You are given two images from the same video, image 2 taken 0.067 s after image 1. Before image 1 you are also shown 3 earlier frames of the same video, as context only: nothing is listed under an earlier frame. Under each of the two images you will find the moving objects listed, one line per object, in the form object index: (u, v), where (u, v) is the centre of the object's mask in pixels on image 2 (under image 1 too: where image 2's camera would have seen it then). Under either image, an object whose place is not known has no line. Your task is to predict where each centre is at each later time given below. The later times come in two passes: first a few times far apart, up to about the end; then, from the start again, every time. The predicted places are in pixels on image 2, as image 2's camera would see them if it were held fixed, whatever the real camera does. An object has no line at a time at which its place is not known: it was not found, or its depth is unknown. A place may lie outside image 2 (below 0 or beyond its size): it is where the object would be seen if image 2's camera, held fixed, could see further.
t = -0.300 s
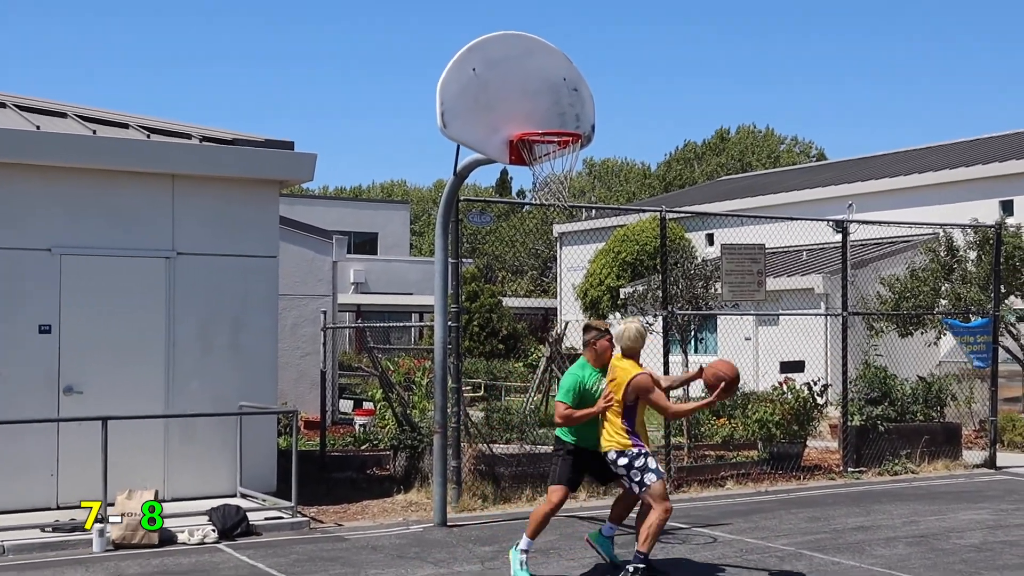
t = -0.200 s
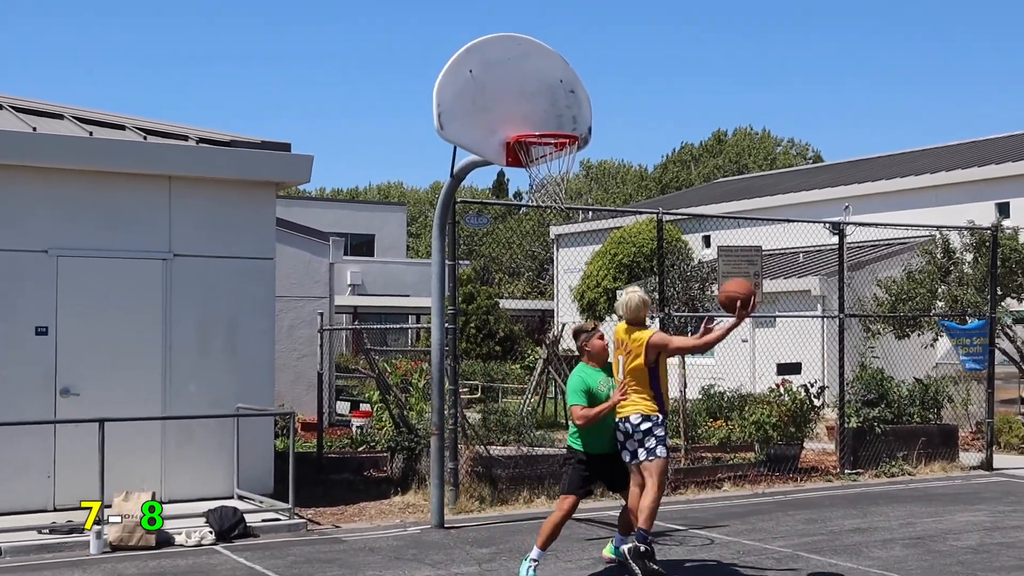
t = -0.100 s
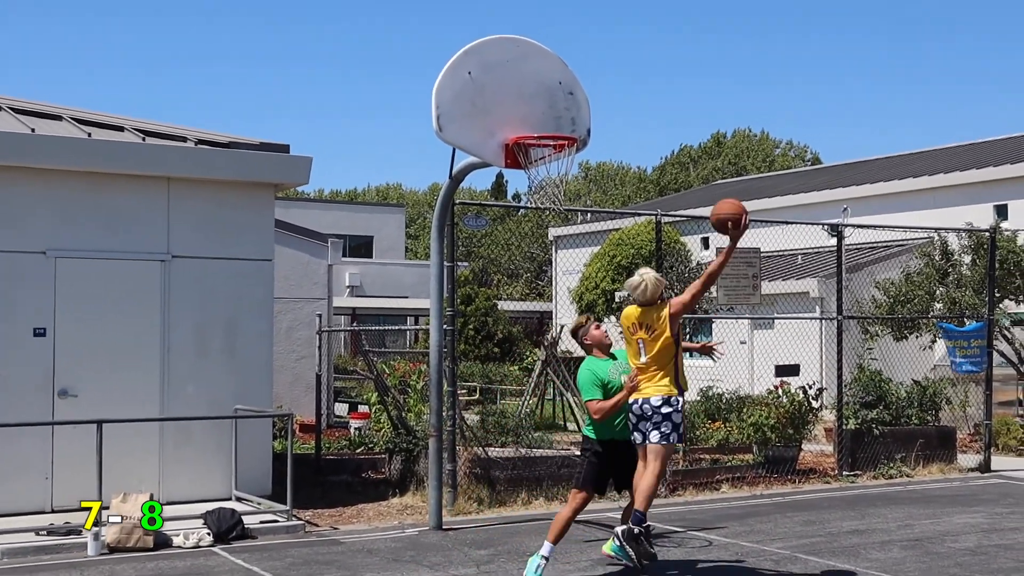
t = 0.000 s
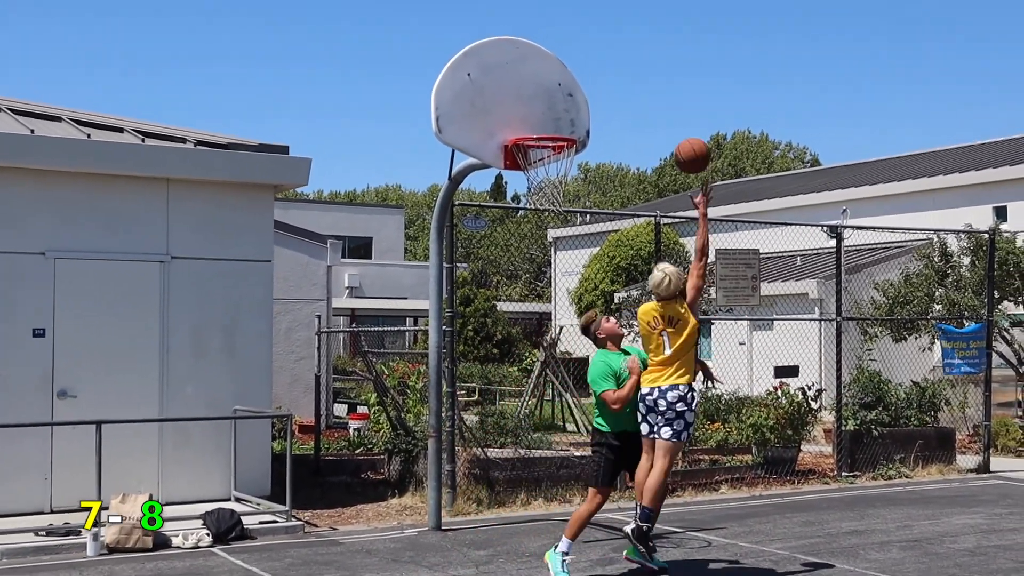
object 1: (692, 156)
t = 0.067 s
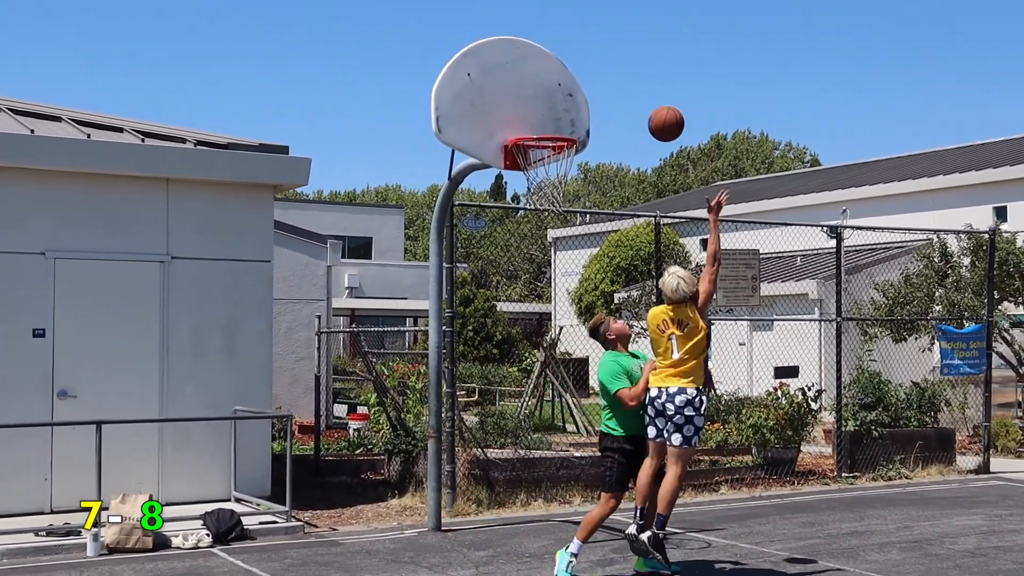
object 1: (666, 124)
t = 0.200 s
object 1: (616, 81)
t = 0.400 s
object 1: (545, 66)
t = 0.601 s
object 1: (505, 97)
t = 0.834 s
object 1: (489, 124)
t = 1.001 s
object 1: (464, 161)
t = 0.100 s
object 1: (653, 110)
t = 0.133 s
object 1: (640, 99)
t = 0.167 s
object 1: (628, 89)
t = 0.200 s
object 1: (616, 81)
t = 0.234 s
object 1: (604, 75)
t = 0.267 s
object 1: (592, 70)
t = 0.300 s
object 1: (580, 67)
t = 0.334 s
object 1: (568, 66)
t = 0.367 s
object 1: (556, 65)
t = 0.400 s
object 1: (545, 66)
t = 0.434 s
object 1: (534, 68)
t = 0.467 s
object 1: (523, 73)
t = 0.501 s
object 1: (513, 78)
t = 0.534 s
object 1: (502, 84)
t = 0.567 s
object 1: (503, 90)
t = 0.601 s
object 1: (505, 97)
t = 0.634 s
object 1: (506, 106)
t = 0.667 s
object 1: (508, 117)
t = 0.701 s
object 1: (508, 124)
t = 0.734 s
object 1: (503, 123)
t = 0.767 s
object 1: (498, 122)
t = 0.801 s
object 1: (494, 122)
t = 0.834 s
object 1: (489, 124)
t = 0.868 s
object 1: (484, 128)
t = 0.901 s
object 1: (479, 133)
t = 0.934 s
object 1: (474, 140)
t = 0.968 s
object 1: (468, 149)
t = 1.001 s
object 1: (464, 161)
